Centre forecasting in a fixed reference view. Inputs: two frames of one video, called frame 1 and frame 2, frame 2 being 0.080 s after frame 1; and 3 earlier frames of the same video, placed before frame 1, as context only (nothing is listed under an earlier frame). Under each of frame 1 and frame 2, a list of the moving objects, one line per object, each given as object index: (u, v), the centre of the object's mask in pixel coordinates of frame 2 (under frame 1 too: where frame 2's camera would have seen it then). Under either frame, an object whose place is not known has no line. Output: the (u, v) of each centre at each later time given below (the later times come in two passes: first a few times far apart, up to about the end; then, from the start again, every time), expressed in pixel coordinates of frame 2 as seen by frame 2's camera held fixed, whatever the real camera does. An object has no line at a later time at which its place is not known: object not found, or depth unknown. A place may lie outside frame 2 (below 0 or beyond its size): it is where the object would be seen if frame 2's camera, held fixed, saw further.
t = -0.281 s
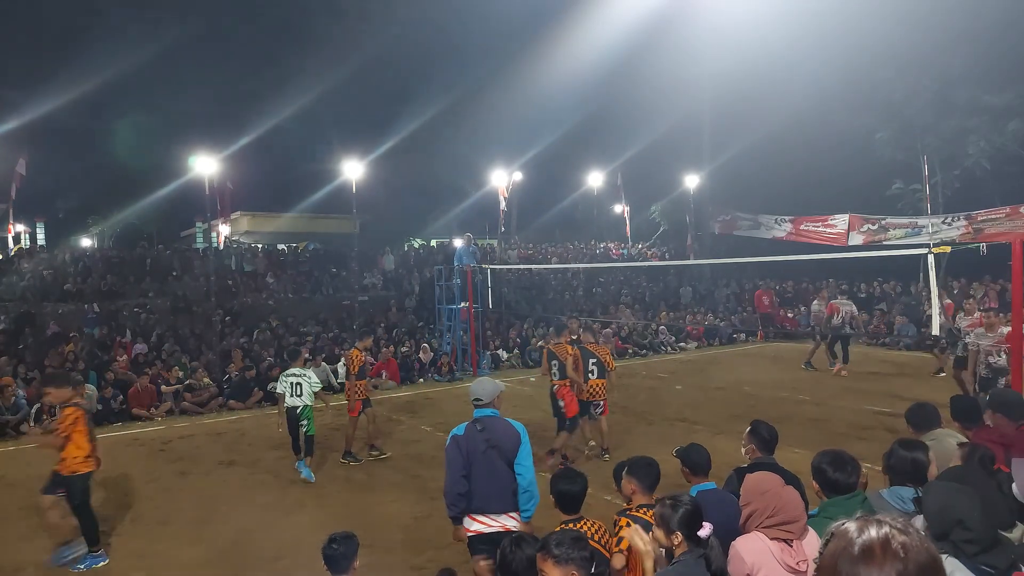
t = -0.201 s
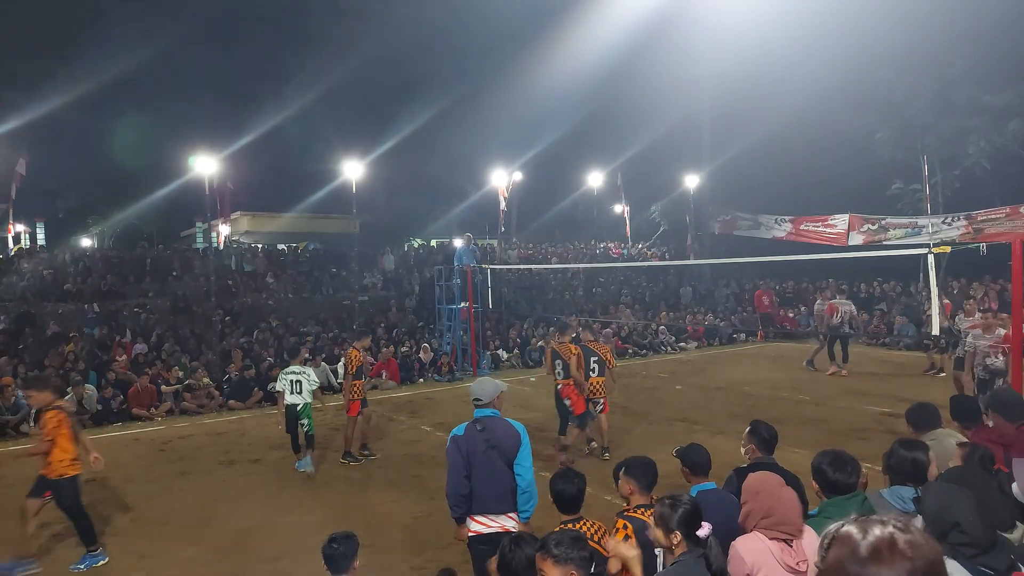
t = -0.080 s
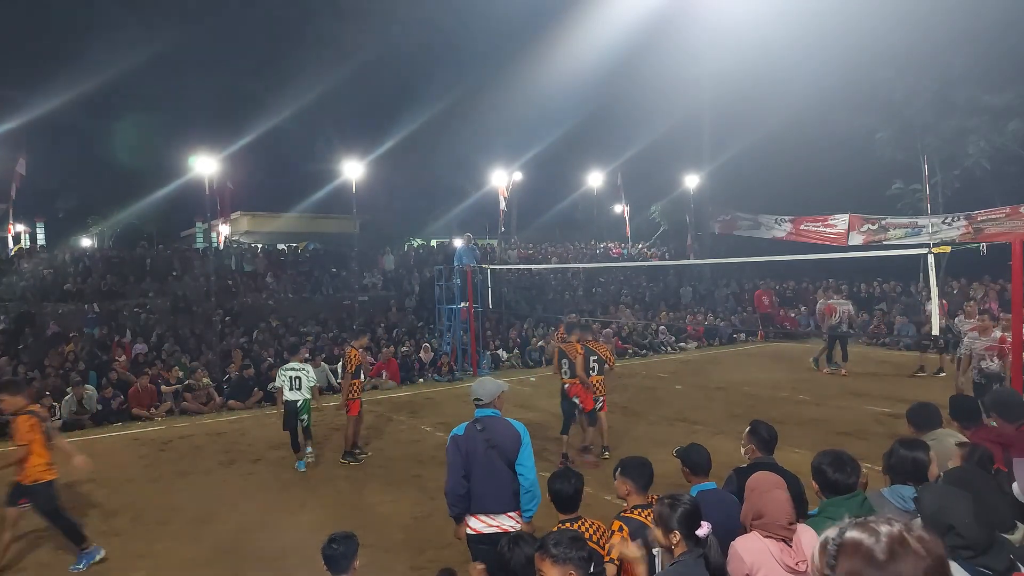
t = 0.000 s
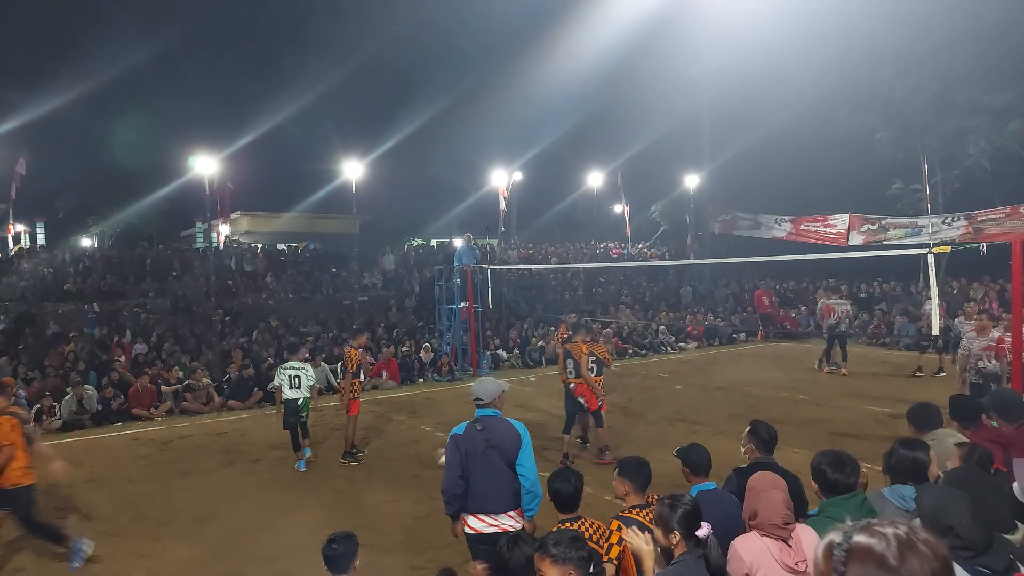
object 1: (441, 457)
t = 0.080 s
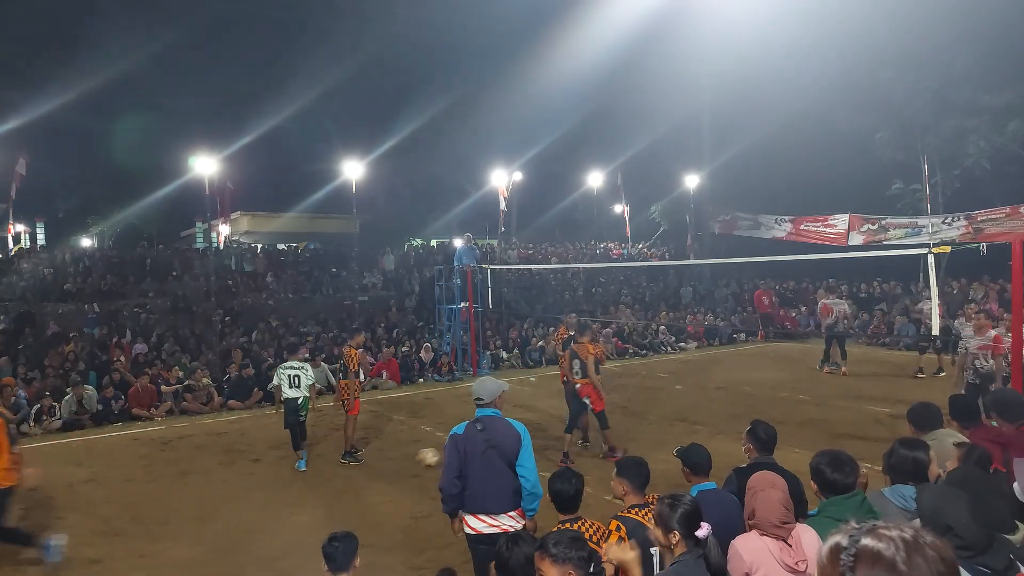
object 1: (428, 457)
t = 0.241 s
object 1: (389, 475)
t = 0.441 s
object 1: (334, 486)
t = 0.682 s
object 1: (255, 513)
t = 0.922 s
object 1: (170, 536)
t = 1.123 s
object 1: (89, 564)
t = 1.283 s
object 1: (19, 566)
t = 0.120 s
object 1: (418, 459)
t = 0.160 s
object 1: (408, 464)
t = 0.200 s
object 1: (398, 469)
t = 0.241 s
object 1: (389, 475)
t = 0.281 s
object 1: (379, 481)
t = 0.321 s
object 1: (367, 481)
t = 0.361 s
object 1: (357, 482)
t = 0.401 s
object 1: (345, 484)
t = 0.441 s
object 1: (334, 486)
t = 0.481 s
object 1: (321, 491)
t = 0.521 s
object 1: (309, 498)
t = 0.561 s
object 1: (296, 506)
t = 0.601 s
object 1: (284, 510)
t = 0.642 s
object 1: (270, 510)
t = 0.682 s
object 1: (255, 513)
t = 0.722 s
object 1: (243, 517)
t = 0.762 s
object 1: (229, 523)
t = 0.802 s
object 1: (214, 530)
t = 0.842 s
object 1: (198, 535)
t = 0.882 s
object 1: (183, 535)
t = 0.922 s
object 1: (170, 536)
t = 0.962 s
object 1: (154, 539)
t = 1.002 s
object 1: (139, 543)
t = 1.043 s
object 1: (121, 549)
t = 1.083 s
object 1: (104, 558)
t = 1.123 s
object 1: (89, 564)
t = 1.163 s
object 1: (70, 564)
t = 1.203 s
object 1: (54, 564)
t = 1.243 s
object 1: (35, 565)
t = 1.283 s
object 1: (19, 566)
